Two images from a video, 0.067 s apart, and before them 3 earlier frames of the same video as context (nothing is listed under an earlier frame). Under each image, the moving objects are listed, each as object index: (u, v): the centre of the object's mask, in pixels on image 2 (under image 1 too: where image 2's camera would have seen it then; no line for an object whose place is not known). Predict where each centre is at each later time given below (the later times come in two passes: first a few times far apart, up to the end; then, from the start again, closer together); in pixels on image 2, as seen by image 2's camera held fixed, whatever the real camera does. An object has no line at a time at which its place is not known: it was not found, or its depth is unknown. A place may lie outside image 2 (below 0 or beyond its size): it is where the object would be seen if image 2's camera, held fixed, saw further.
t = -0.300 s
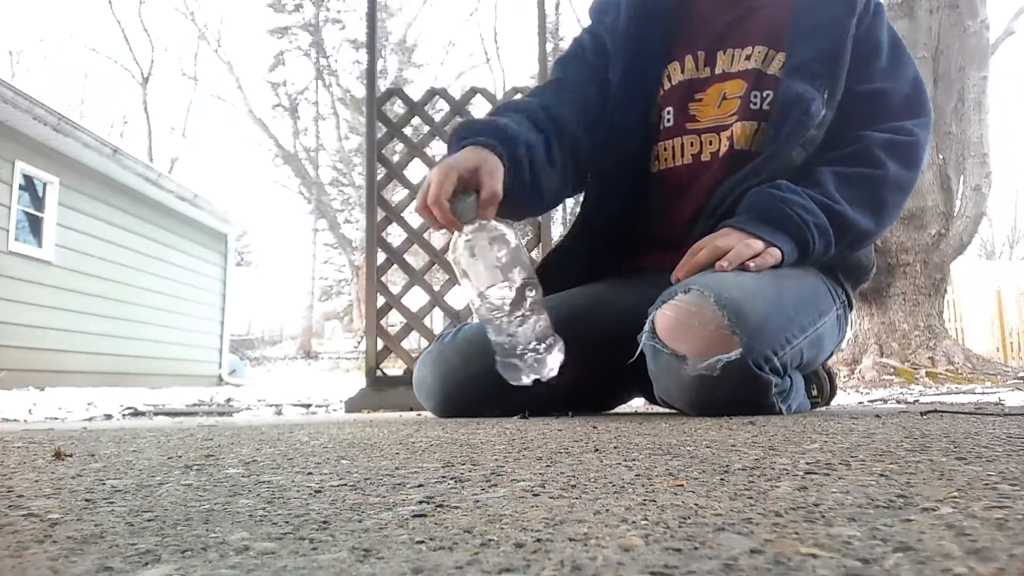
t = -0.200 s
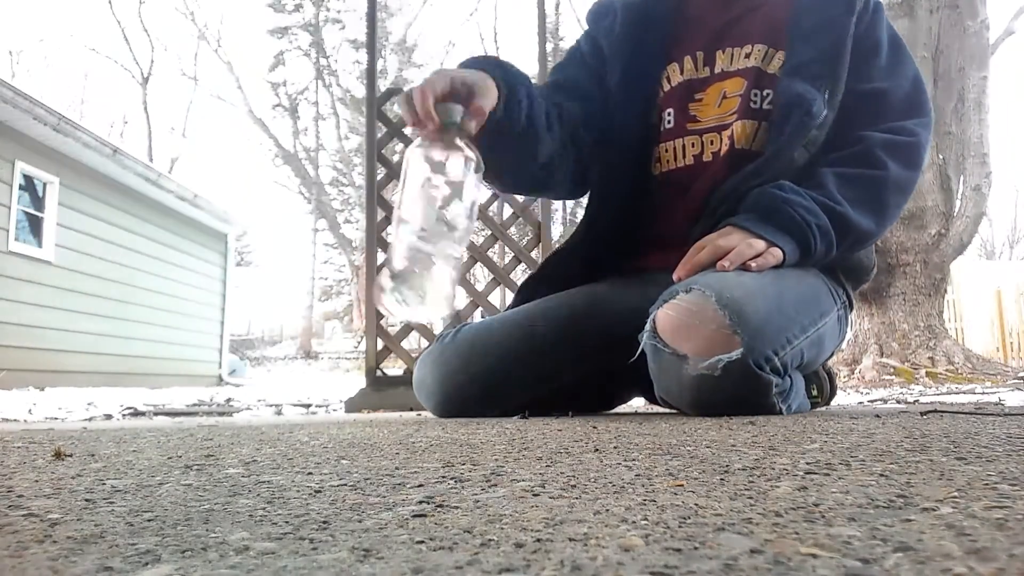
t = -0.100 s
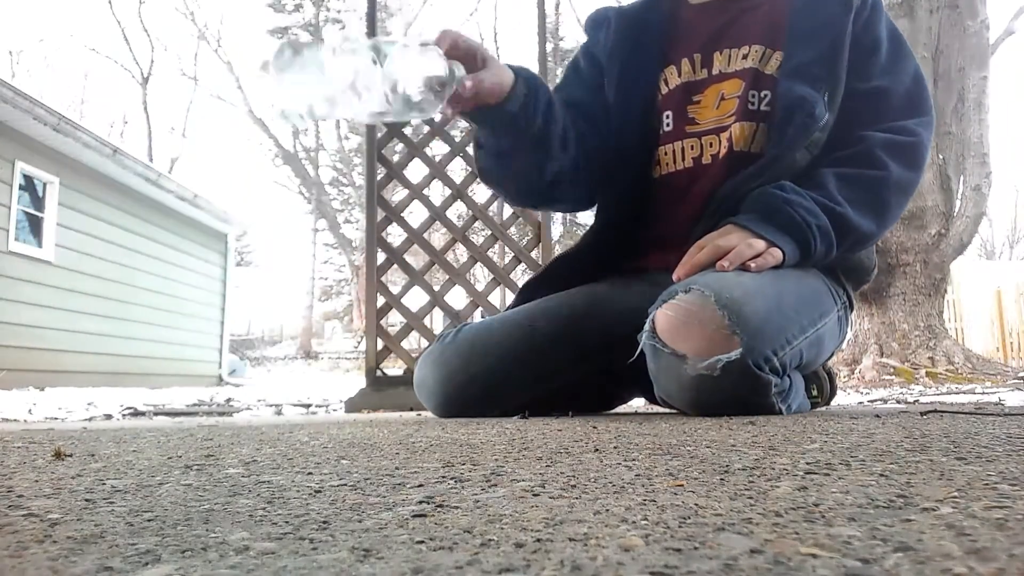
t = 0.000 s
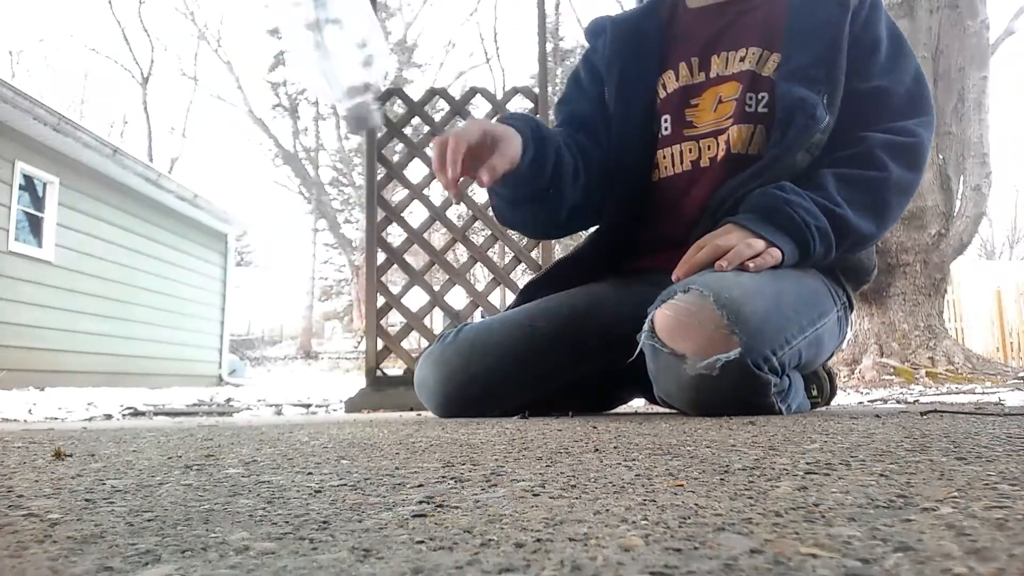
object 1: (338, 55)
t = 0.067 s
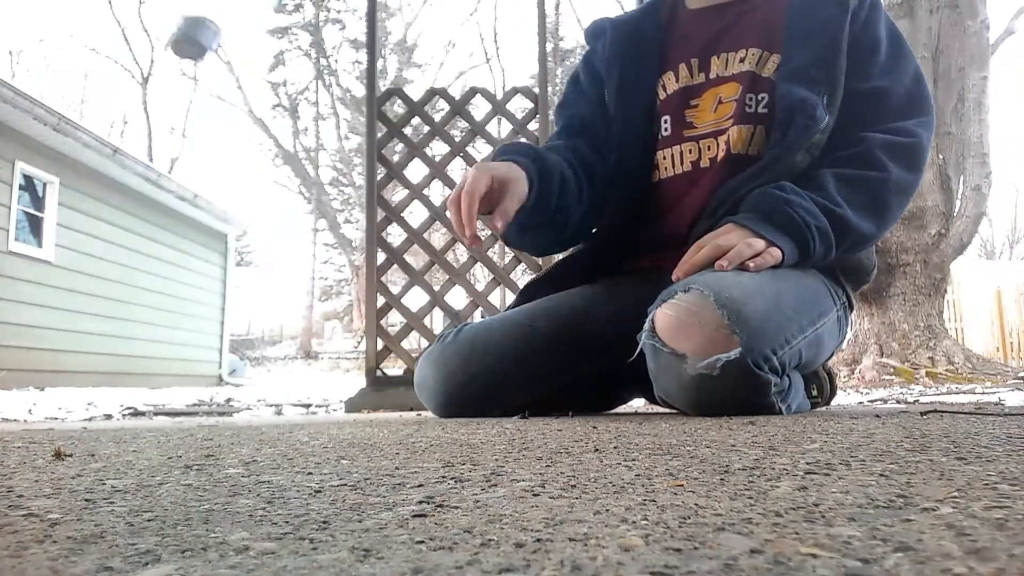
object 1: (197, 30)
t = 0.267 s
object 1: (146, 104)
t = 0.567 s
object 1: (43, 379)
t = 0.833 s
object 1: (39, 378)
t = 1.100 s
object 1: (41, 379)
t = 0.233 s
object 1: (203, 45)
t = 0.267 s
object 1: (146, 104)
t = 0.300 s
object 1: (102, 188)
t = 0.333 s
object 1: (82, 285)
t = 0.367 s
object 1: (72, 313)
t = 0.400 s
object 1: (71, 345)
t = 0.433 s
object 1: (69, 364)
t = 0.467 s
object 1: (65, 377)
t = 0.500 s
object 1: (54, 377)
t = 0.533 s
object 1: (45, 379)
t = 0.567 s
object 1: (43, 379)
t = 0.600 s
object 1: (43, 379)
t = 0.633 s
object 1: (42, 379)
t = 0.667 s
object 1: (42, 378)
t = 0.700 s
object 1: (42, 378)
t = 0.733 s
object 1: (40, 377)
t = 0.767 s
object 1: (39, 378)
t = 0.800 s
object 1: (39, 378)
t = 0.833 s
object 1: (39, 378)
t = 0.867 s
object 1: (39, 377)
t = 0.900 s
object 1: (40, 378)
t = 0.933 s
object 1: (40, 378)
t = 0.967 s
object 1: (40, 377)
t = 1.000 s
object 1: (40, 378)
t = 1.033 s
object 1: (41, 379)
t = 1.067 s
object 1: (41, 379)
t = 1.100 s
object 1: (41, 379)
